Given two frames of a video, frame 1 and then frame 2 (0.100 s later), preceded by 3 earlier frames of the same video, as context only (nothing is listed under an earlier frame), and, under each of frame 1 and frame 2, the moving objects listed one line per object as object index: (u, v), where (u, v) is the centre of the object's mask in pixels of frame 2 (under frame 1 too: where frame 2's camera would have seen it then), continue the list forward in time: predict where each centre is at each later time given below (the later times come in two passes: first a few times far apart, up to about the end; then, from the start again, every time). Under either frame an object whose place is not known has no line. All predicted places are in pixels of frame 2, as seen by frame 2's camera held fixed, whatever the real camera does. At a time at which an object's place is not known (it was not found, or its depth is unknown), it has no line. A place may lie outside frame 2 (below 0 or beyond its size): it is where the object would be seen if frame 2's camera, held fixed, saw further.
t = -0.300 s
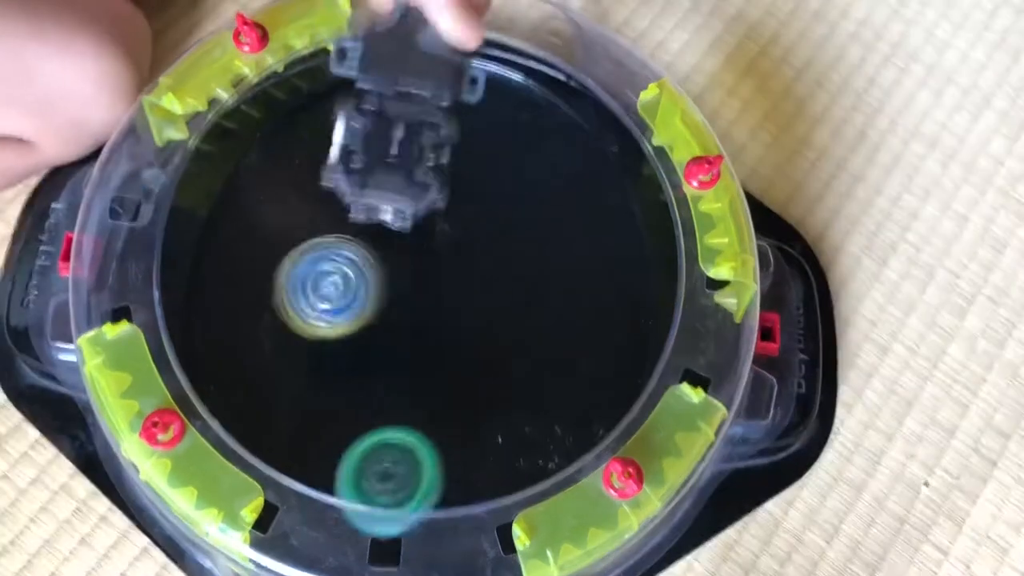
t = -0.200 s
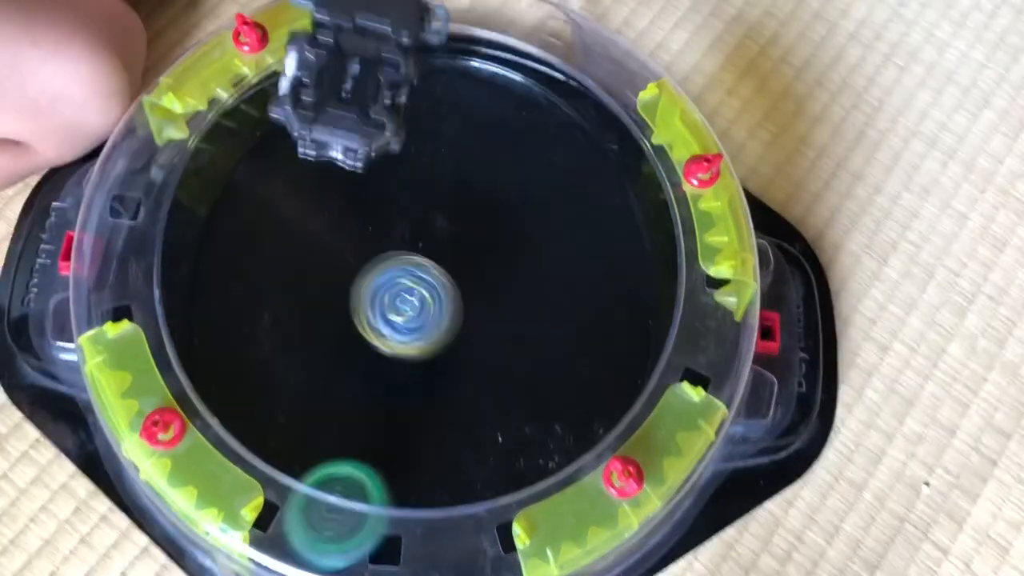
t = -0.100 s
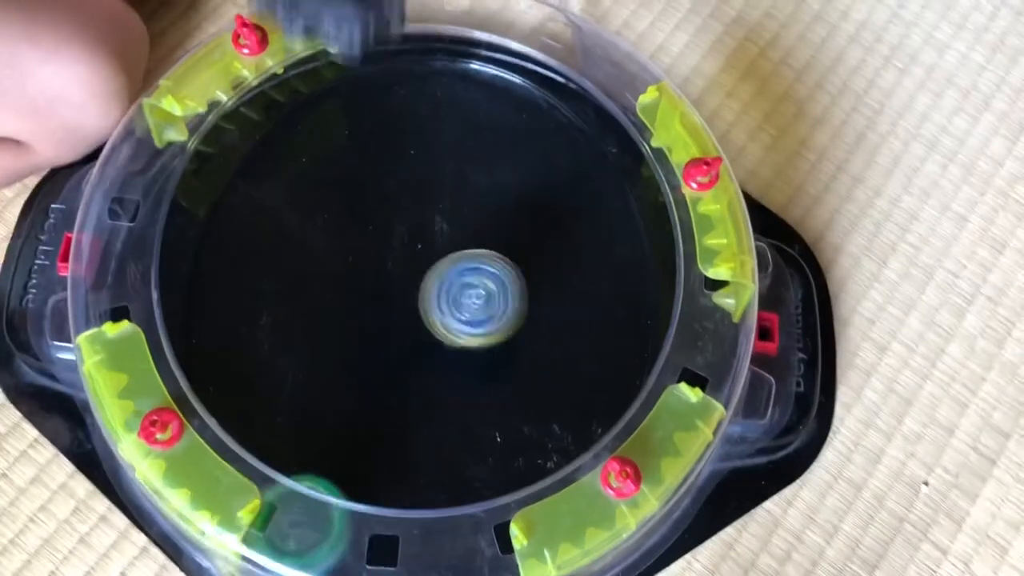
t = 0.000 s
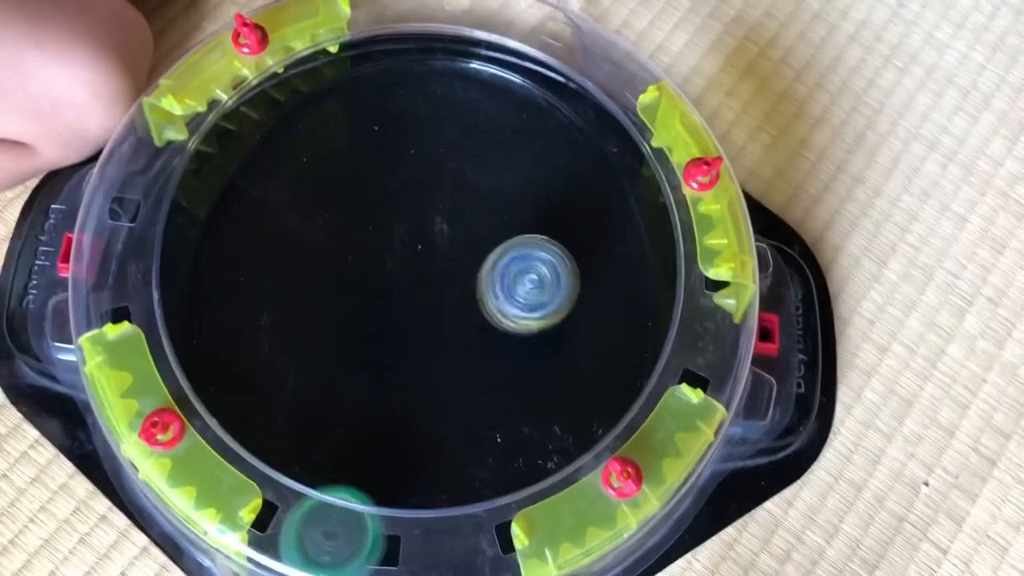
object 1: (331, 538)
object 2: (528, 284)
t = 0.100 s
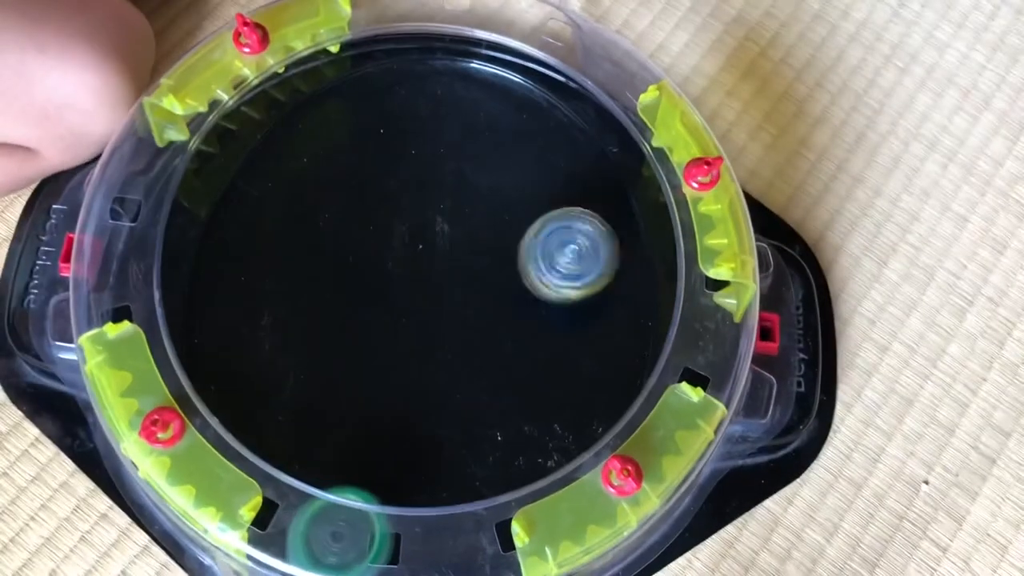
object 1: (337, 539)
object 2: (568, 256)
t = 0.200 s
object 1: (326, 537)
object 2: (613, 221)
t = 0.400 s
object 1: (313, 533)
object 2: (569, 139)
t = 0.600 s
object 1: (322, 497)
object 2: (464, 110)
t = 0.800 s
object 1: (330, 445)
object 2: (389, 142)
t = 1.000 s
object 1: (339, 396)
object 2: (386, 229)
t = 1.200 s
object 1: (348, 347)
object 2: (408, 248)
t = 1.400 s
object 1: (354, 351)
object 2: (483, 158)
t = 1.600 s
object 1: (401, 310)
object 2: (450, 73)
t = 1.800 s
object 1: (454, 241)
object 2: (375, 130)
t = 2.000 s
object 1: (539, 170)
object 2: (404, 174)
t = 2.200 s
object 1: (544, 107)
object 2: (464, 168)
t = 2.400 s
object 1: (510, 82)
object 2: (435, 165)
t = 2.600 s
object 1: (461, 122)
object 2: (383, 206)
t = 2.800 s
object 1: (483, 183)
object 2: (358, 241)
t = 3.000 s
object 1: (525, 227)
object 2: (346, 257)
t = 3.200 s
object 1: (525, 265)
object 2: (363, 247)
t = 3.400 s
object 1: (504, 308)
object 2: (411, 211)
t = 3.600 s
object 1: (470, 333)
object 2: (454, 139)
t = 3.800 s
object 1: (422, 343)
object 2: (438, 79)
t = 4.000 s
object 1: (377, 332)
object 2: (397, 114)
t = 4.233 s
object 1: (334, 293)
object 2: (472, 146)
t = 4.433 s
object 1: (313, 248)
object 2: (509, 110)
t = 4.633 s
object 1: (309, 204)
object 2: (437, 102)
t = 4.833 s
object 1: (295, 166)
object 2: (441, 163)
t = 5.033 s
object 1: (261, 161)
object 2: (515, 192)
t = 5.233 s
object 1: (291, 156)
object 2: (543, 186)
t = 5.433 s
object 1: (344, 139)
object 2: (520, 170)
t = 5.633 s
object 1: (374, 138)
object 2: (484, 165)
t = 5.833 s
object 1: (415, 151)
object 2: (517, 170)
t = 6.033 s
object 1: (420, 141)
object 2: (532, 167)
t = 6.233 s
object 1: (417, 133)
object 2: (518, 174)
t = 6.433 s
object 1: (423, 133)
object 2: (500, 198)
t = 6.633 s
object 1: (423, 126)
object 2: (498, 246)
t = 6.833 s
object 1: (456, 140)
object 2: (461, 289)
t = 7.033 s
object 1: (484, 147)
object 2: (402, 316)
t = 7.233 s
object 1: (489, 149)
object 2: (336, 321)
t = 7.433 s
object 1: (472, 159)
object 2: (276, 308)
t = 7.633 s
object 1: (452, 167)
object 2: (242, 286)
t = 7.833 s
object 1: (435, 165)
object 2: (249, 259)
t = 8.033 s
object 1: (421, 159)
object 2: (292, 210)
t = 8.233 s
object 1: (431, 144)
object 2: (339, 174)
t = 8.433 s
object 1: (454, 110)
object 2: (379, 168)
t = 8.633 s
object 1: (463, 83)
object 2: (415, 167)
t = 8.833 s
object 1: (449, 83)
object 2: (434, 177)
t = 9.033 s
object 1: (449, 120)
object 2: (442, 207)
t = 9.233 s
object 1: (483, 108)
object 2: (439, 256)
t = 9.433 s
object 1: (473, 117)
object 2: (405, 298)
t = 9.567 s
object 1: (470, 135)
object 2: (378, 316)
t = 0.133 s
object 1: (336, 534)
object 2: (583, 245)
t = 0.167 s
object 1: (331, 539)
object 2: (597, 234)
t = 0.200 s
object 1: (326, 537)
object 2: (613, 221)
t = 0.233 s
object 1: (320, 536)
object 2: (621, 207)
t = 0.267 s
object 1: (313, 534)
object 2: (624, 190)
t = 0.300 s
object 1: (307, 533)
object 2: (616, 174)
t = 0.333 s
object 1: (305, 532)
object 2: (601, 162)
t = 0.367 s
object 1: (308, 532)
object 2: (585, 149)
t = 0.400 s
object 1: (313, 533)
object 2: (569, 139)
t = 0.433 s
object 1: (316, 533)
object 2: (555, 131)
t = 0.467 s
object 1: (321, 523)
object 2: (542, 124)
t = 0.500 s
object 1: (322, 517)
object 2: (527, 119)
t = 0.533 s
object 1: (324, 511)
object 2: (508, 115)
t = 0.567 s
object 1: (324, 504)
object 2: (486, 112)
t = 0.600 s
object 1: (322, 497)
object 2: (464, 110)
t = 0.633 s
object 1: (324, 488)
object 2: (444, 109)
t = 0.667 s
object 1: (324, 480)
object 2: (427, 110)
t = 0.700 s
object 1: (325, 471)
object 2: (413, 114)
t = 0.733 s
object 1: (326, 463)
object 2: (403, 120)
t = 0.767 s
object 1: (330, 450)
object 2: (395, 130)
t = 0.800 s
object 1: (330, 445)
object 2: (389, 142)
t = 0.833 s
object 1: (330, 439)
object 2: (384, 157)
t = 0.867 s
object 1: (331, 431)
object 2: (381, 171)
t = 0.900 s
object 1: (333, 423)
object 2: (380, 187)
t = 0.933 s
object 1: (334, 414)
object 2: (380, 202)
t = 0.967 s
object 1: (336, 405)
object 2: (382, 217)
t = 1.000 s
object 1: (339, 396)
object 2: (386, 229)
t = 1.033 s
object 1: (341, 387)
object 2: (387, 238)
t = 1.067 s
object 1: (344, 377)
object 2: (389, 244)
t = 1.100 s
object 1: (347, 366)
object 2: (391, 248)
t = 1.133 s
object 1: (351, 356)
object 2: (394, 252)
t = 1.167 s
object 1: (354, 345)
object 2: (397, 254)
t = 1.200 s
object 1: (348, 347)
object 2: (408, 248)
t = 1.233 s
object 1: (342, 352)
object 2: (422, 236)
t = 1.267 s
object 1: (340, 355)
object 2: (436, 223)
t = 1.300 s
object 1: (341, 356)
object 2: (451, 208)
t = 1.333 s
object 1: (344, 356)
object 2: (465, 192)
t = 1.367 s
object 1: (349, 354)
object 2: (475, 175)
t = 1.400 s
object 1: (354, 351)
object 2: (483, 158)
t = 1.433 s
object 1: (360, 348)
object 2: (487, 140)
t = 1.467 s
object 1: (367, 342)
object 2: (488, 123)
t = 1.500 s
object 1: (375, 336)
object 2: (485, 105)
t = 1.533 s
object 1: (384, 328)
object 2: (478, 90)
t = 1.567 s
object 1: (392, 320)
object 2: (466, 78)
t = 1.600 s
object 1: (401, 310)
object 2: (450, 73)
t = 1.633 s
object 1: (410, 301)
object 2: (432, 73)
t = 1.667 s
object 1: (419, 290)
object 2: (414, 76)
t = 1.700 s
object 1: (428, 279)
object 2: (398, 85)
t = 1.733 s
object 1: (437, 267)
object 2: (385, 99)
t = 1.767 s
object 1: (445, 255)
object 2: (378, 114)
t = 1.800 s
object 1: (454, 241)
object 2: (375, 130)
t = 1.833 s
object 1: (462, 229)
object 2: (377, 144)
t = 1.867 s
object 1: (471, 216)
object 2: (382, 158)
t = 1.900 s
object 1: (481, 203)
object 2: (390, 167)
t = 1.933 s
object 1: (503, 194)
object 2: (391, 169)
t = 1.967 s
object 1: (523, 184)
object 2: (397, 172)
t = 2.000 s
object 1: (539, 170)
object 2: (404, 174)
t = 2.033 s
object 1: (553, 155)
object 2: (413, 176)
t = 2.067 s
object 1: (564, 139)
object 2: (422, 176)
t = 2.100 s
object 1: (572, 125)
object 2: (432, 176)
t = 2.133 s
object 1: (572, 112)
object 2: (443, 175)
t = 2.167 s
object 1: (561, 108)
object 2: (454, 172)
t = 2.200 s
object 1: (544, 107)
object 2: (464, 168)
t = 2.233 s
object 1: (535, 101)
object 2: (467, 164)
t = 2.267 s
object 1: (536, 90)
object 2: (464, 162)
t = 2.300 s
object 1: (529, 88)
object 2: (462, 159)
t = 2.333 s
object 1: (517, 88)
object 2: (460, 156)
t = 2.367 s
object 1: (516, 80)
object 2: (447, 160)
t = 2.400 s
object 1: (510, 82)
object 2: (435, 165)
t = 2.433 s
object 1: (502, 85)
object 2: (424, 171)
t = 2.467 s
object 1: (492, 87)
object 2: (413, 178)
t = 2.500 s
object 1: (483, 94)
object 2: (404, 184)
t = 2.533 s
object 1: (473, 103)
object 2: (396, 190)
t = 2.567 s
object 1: (466, 112)
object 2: (389, 198)
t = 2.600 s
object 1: (461, 122)
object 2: (383, 206)
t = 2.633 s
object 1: (458, 131)
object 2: (379, 213)
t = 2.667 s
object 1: (459, 142)
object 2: (377, 221)
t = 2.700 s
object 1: (463, 152)
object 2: (373, 228)
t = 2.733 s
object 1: (468, 163)
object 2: (368, 233)
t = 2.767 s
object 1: (476, 173)
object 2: (363, 237)
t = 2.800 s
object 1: (483, 183)
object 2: (358, 241)
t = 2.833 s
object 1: (491, 192)
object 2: (354, 246)
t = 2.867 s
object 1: (499, 200)
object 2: (351, 249)
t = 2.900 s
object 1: (506, 207)
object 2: (348, 252)
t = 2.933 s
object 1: (514, 214)
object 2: (346, 254)
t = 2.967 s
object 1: (520, 220)
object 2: (346, 256)
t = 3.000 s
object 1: (525, 227)
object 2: (346, 257)
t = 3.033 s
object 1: (528, 232)
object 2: (346, 258)
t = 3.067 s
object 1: (530, 239)
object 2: (347, 257)
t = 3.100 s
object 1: (530, 244)
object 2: (350, 255)
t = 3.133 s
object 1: (529, 251)
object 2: (354, 253)
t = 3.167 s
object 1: (527, 258)
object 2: (358, 251)
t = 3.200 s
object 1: (525, 265)
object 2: (363, 247)
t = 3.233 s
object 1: (523, 273)
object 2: (368, 243)
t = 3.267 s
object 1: (520, 280)
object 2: (374, 238)
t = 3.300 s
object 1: (517, 288)
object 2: (380, 232)
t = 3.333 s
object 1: (513, 295)
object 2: (388, 225)
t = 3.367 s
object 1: (509, 302)
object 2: (399, 219)
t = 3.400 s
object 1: (504, 308)
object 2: (411, 211)
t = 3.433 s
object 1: (499, 313)
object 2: (423, 201)
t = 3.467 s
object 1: (494, 318)
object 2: (433, 191)
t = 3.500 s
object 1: (488, 322)
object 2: (440, 180)
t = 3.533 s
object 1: (482, 326)
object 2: (446, 166)
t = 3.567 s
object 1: (476, 330)
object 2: (450, 153)
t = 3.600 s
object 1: (470, 333)
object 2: (454, 139)
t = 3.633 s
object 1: (462, 335)
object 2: (457, 124)
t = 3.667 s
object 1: (455, 338)
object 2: (458, 111)
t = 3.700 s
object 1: (447, 339)
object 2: (456, 98)
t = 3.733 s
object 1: (439, 341)
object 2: (451, 87)
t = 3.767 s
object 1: (430, 342)
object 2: (444, 81)
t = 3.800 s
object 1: (422, 343)
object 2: (438, 79)
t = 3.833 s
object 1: (415, 342)
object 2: (431, 81)
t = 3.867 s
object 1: (407, 342)
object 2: (422, 85)
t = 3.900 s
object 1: (399, 340)
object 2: (413, 89)
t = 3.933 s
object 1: (391, 338)
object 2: (403, 95)
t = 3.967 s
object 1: (384, 335)
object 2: (397, 104)
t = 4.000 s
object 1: (377, 332)
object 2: (397, 114)
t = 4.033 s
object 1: (370, 328)
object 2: (402, 124)
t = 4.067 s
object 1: (363, 323)
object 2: (410, 133)
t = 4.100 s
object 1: (356, 318)
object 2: (420, 140)
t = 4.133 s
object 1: (351, 312)
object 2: (432, 144)
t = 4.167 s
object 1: (345, 306)
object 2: (445, 147)
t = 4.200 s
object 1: (339, 300)
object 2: (459, 147)
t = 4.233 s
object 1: (334, 293)
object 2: (472, 146)
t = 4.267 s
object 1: (330, 286)
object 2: (484, 144)
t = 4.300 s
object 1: (326, 279)
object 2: (494, 139)
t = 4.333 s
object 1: (323, 271)
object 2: (502, 133)
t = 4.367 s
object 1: (319, 263)
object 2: (507, 126)
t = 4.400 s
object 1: (316, 255)
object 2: (510, 118)
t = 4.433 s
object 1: (313, 248)
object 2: (509, 110)
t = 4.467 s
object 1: (311, 240)
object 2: (504, 103)
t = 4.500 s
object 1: (309, 233)
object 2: (495, 98)
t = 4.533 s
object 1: (308, 225)
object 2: (482, 94)
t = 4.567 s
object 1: (307, 218)
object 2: (468, 94)
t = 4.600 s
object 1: (308, 210)
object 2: (451, 96)
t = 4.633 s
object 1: (309, 204)
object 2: (437, 102)
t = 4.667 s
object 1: (310, 196)
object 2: (427, 111)
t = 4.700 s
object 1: (313, 189)
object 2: (421, 122)
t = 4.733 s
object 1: (317, 183)
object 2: (416, 133)
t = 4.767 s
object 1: (321, 176)
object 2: (414, 144)
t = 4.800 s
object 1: (313, 170)
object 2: (422, 155)
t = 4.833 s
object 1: (295, 166)
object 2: (441, 163)
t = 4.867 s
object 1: (283, 164)
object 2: (457, 172)
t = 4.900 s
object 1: (273, 163)
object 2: (471, 179)
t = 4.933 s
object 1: (267, 162)
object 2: (483, 184)
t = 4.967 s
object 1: (263, 162)
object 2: (495, 188)
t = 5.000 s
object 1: (260, 162)
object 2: (506, 191)
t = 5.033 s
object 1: (261, 161)
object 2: (515, 192)
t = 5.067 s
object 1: (262, 161)
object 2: (523, 191)
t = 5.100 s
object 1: (265, 161)
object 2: (529, 189)
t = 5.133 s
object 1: (270, 160)
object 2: (535, 188)
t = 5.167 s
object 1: (275, 159)
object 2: (539, 187)
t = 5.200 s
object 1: (282, 158)
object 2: (542, 187)
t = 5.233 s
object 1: (291, 156)
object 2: (543, 186)
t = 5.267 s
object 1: (299, 153)
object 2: (543, 185)
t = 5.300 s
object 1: (309, 150)
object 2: (541, 184)
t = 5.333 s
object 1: (318, 146)
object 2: (538, 182)
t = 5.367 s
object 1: (327, 143)
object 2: (533, 179)
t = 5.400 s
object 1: (336, 140)
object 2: (527, 175)
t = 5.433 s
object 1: (344, 139)
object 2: (520, 170)
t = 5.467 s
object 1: (353, 138)
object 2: (510, 164)
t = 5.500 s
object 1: (363, 139)
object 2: (499, 160)
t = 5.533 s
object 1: (373, 141)
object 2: (487, 157)
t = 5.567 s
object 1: (383, 144)
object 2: (476, 155)
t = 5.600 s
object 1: (378, 140)
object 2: (479, 159)
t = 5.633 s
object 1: (374, 138)
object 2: (484, 165)
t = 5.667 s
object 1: (373, 135)
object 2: (489, 167)
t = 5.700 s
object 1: (378, 135)
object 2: (496, 170)
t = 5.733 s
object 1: (386, 138)
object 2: (504, 174)
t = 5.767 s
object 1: (394, 141)
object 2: (510, 174)
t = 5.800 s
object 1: (404, 145)
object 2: (514, 173)
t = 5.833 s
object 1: (415, 151)
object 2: (517, 170)
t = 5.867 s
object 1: (424, 154)
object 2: (519, 168)
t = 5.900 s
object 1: (420, 150)
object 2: (527, 169)
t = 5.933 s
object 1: (419, 145)
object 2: (531, 169)
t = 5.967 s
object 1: (419, 142)
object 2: (533, 169)
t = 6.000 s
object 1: (420, 141)
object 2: (533, 168)
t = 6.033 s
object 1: (420, 141)
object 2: (532, 167)
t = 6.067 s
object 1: (422, 140)
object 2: (528, 166)
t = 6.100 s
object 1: (426, 140)
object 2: (523, 165)
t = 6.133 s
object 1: (427, 140)
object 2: (517, 165)
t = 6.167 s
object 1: (423, 136)
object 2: (517, 168)
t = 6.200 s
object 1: (419, 133)
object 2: (518, 172)
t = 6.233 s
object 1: (417, 133)
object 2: (518, 174)
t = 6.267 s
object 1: (417, 133)
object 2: (517, 178)
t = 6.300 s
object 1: (418, 134)
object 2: (514, 181)
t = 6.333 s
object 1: (419, 136)
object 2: (510, 183)
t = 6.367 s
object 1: (422, 137)
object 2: (506, 186)
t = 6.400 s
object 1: (426, 139)
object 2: (500, 189)
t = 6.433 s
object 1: (423, 133)
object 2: (500, 198)
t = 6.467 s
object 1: (420, 126)
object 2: (501, 207)
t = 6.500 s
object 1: (418, 122)
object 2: (503, 215)
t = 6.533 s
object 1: (417, 121)
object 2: (504, 223)
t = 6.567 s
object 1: (418, 122)
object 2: (504, 230)
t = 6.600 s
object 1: (420, 124)
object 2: (502, 237)
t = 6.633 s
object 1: (423, 126)
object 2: (498, 246)
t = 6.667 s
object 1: (428, 129)
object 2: (493, 254)
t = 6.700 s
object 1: (433, 132)
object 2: (488, 262)
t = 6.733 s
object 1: (438, 134)
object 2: (482, 270)
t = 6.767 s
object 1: (444, 136)
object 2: (476, 276)
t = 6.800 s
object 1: (450, 138)
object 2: (469, 283)
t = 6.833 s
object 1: (456, 140)
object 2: (461, 289)
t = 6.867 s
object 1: (462, 142)
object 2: (452, 294)
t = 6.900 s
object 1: (467, 144)
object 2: (443, 301)
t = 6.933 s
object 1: (473, 145)
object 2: (433, 305)
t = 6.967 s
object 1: (477, 146)
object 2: (423, 310)
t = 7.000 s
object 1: (481, 146)
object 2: (413, 313)
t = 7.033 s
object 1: (484, 147)
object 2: (402, 316)
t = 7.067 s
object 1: (487, 147)
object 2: (391, 318)
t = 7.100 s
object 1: (488, 148)
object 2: (380, 320)
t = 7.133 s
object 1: (489, 148)
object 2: (369, 322)
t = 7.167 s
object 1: (490, 148)
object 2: (358, 322)
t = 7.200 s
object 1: (490, 149)
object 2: (347, 322)
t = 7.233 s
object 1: (489, 149)
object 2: (336, 321)
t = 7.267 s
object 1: (488, 150)
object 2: (325, 320)
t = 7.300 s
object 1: (485, 151)
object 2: (314, 319)
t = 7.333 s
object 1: (482, 152)
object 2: (304, 317)
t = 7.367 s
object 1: (478, 154)
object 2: (295, 315)
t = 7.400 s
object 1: (475, 156)
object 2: (286, 311)
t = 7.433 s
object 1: (472, 159)
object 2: (276, 308)
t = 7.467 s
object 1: (469, 161)
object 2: (267, 304)
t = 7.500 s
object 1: (465, 163)
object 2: (261, 302)
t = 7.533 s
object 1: (462, 164)
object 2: (255, 298)
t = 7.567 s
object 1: (459, 165)
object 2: (250, 294)
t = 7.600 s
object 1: (455, 166)
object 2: (246, 290)
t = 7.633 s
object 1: (452, 167)
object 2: (242, 286)
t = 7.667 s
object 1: (449, 167)
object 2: (241, 282)
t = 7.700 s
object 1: (446, 167)
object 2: (240, 278)
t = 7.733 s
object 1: (443, 167)
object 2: (241, 273)
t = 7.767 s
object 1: (440, 166)
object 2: (243, 268)
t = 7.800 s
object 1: (437, 166)
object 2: (246, 264)
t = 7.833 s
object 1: (435, 165)
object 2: (249, 259)
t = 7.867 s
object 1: (432, 165)
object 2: (256, 251)
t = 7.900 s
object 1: (429, 164)
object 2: (263, 242)
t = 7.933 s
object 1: (427, 163)
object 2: (269, 233)
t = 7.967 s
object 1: (424, 162)
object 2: (275, 224)
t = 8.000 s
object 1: (422, 161)
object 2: (283, 217)
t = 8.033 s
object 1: (421, 159)
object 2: (292, 210)
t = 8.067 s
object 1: (419, 158)
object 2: (302, 203)
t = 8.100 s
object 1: (417, 157)
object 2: (310, 196)
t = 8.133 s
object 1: (416, 155)
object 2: (320, 190)
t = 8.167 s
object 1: (418, 153)
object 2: (328, 184)
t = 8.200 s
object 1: (425, 149)
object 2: (333, 179)
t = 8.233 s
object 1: (431, 144)
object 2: (339, 174)
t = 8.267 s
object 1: (435, 138)
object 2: (346, 169)
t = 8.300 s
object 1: (439, 133)
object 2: (353, 167)
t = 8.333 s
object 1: (443, 127)
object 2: (358, 167)
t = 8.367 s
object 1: (446, 122)
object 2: (367, 167)
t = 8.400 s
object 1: (449, 117)
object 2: (373, 167)
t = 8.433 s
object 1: (454, 110)
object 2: (379, 168)
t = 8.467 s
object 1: (456, 105)
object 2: (386, 168)
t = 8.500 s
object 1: (456, 102)
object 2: (395, 167)
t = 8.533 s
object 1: (456, 98)
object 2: (402, 165)
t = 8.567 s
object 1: (461, 91)
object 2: (407, 167)
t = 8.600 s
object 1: (463, 86)
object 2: (411, 167)
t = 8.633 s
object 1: (463, 83)
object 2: (415, 167)
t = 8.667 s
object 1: (461, 82)
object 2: (421, 165)
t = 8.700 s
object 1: (458, 83)
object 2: (428, 163)
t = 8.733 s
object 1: (458, 80)
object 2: (429, 166)
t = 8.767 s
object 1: (456, 78)
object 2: (430, 171)
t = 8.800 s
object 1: (453, 79)
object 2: (432, 175)
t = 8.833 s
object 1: (449, 83)
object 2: (434, 177)
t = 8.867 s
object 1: (445, 89)
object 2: (436, 179)
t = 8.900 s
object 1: (443, 96)
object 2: (438, 181)
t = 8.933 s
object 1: (444, 100)
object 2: (439, 187)
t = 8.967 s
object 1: (445, 106)
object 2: (439, 193)
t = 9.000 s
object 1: (447, 112)
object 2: (440, 201)
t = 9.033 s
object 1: (449, 120)
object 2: (442, 207)
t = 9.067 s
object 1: (454, 128)
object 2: (444, 213)
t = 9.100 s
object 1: (459, 135)
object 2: (447, 218)
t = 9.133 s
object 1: (468, 131)
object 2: (445, 229)
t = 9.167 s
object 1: (477, 121)
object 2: (444, 239)
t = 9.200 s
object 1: (482, 113)
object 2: (442, 247)
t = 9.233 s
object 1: (483, 108)
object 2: (439, 256)
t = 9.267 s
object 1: (482, 105)
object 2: (435, 263)
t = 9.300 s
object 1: (481, 105)
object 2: (430, 271)
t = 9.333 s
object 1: (478, 106)
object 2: (425, 279)
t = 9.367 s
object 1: (475, 109)
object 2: (418, 285)
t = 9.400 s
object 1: (474, 113)
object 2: (412, 292)
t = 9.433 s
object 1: (473, 117)
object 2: (405, 298)
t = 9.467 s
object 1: (472, 122)
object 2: (398, 303)
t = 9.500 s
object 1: (472, 126)
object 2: (391, 308)
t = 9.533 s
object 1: (471, 131)
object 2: (385, 312)
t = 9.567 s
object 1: (470, 135)
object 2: (378, 316)
